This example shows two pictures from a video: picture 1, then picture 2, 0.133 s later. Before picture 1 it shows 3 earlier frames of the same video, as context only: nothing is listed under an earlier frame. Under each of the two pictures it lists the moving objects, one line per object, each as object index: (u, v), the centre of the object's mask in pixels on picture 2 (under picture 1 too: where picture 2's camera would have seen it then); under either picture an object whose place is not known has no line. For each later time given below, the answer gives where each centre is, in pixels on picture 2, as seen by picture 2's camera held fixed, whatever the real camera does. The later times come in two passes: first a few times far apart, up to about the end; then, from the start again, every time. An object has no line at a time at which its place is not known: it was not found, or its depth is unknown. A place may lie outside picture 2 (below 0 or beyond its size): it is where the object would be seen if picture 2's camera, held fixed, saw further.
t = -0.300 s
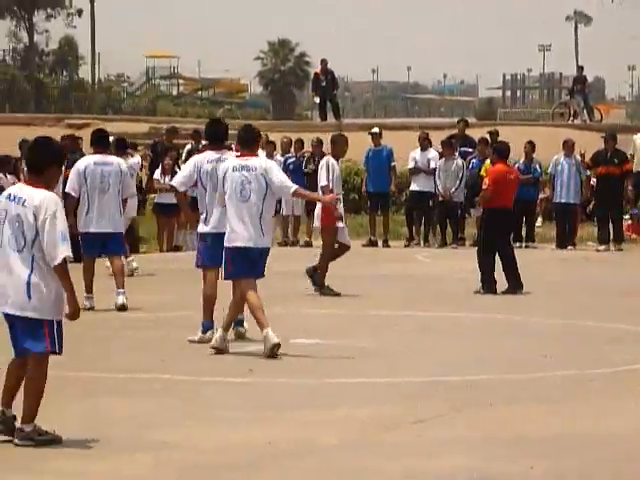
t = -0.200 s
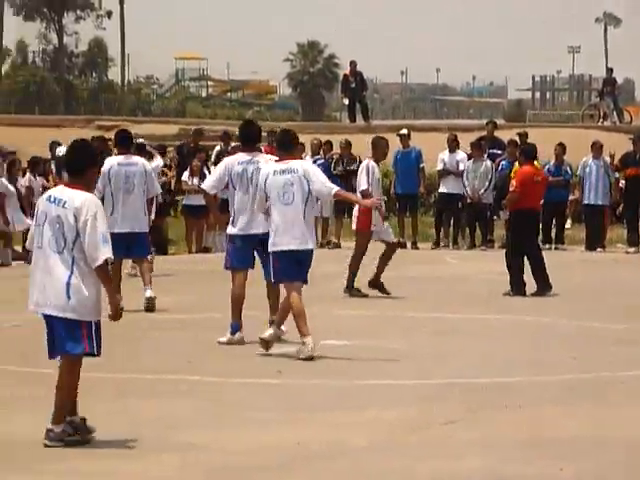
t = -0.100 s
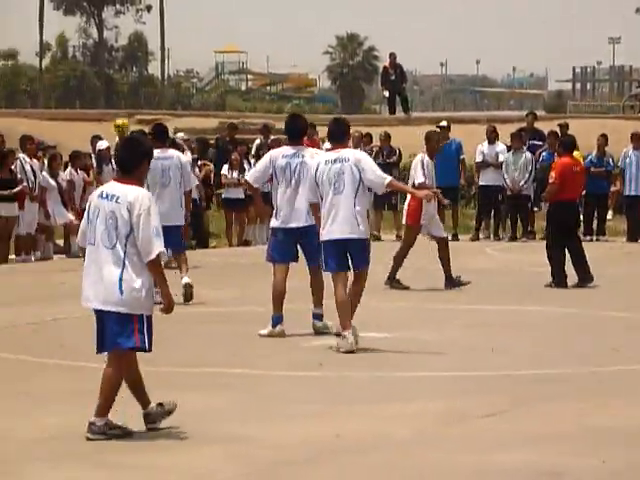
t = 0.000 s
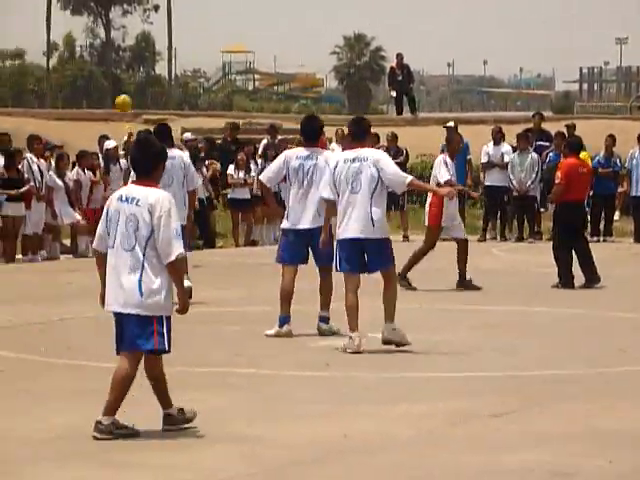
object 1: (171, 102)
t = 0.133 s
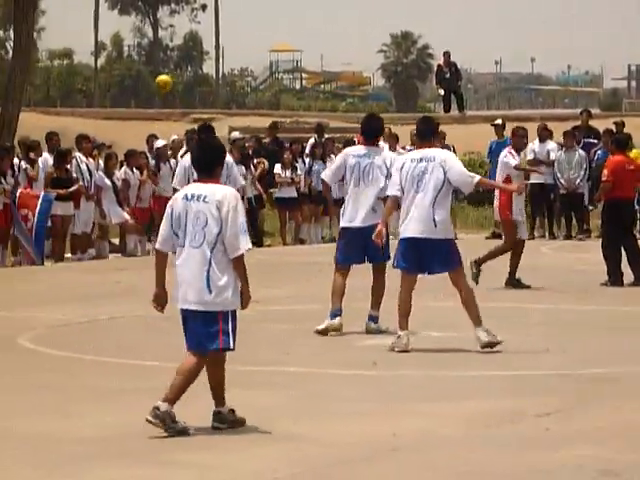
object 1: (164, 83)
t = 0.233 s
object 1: (159, 77)
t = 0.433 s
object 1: (148, 87)
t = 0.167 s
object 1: (161, 80)
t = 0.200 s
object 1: (160, 78)
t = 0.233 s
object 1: (159, 77)
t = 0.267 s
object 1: (156, 76)
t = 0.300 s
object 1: (155, 77)
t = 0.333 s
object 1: (153, 79)
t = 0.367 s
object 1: (151, 81)
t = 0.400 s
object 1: (149, 84)
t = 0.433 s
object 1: (148, 87)
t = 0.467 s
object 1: (146, 92)
